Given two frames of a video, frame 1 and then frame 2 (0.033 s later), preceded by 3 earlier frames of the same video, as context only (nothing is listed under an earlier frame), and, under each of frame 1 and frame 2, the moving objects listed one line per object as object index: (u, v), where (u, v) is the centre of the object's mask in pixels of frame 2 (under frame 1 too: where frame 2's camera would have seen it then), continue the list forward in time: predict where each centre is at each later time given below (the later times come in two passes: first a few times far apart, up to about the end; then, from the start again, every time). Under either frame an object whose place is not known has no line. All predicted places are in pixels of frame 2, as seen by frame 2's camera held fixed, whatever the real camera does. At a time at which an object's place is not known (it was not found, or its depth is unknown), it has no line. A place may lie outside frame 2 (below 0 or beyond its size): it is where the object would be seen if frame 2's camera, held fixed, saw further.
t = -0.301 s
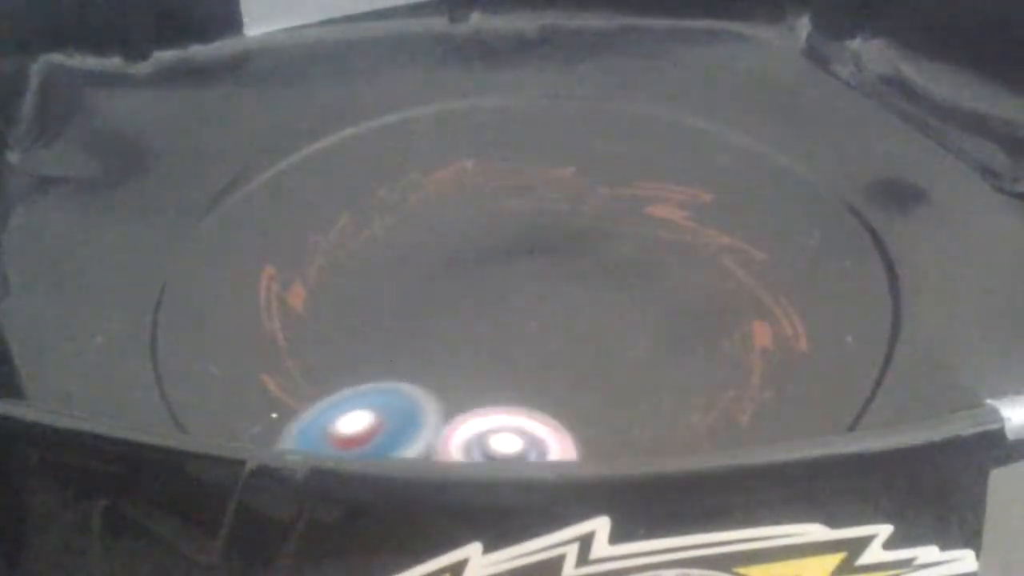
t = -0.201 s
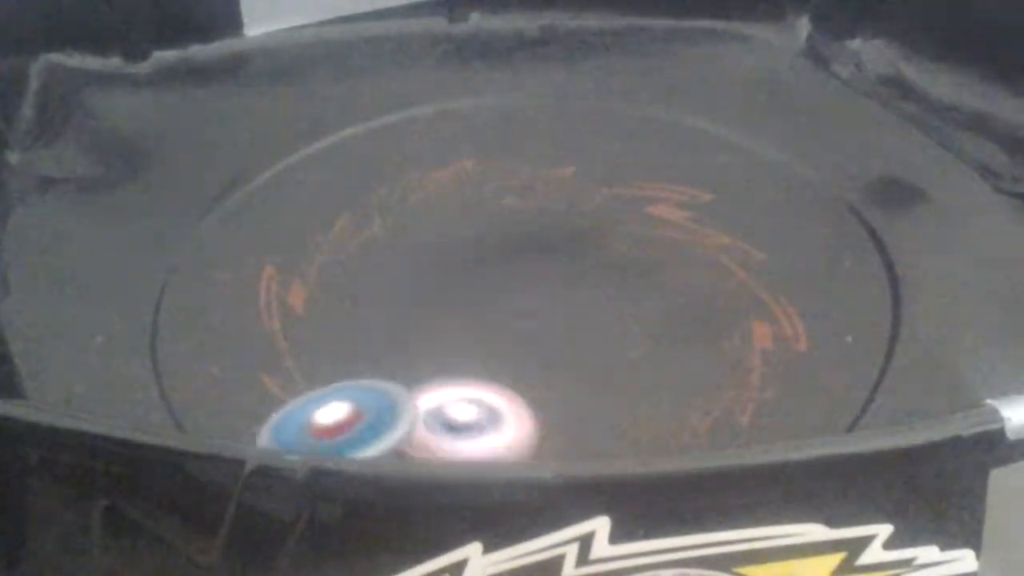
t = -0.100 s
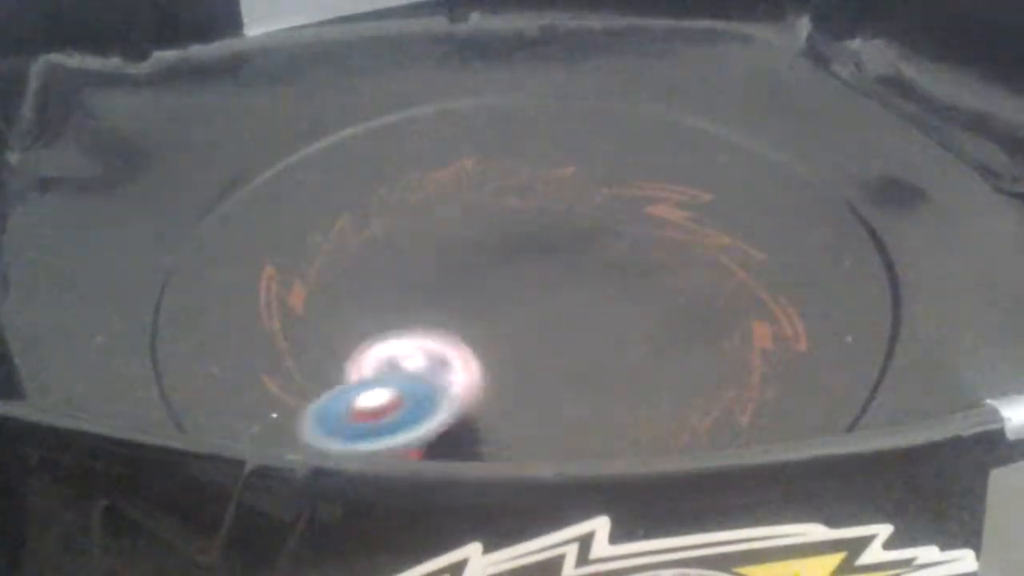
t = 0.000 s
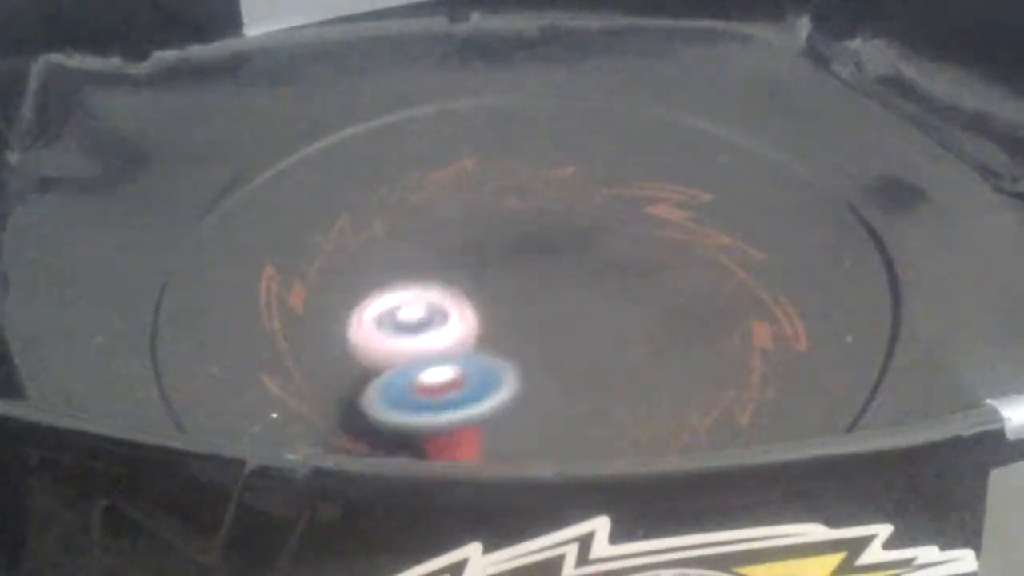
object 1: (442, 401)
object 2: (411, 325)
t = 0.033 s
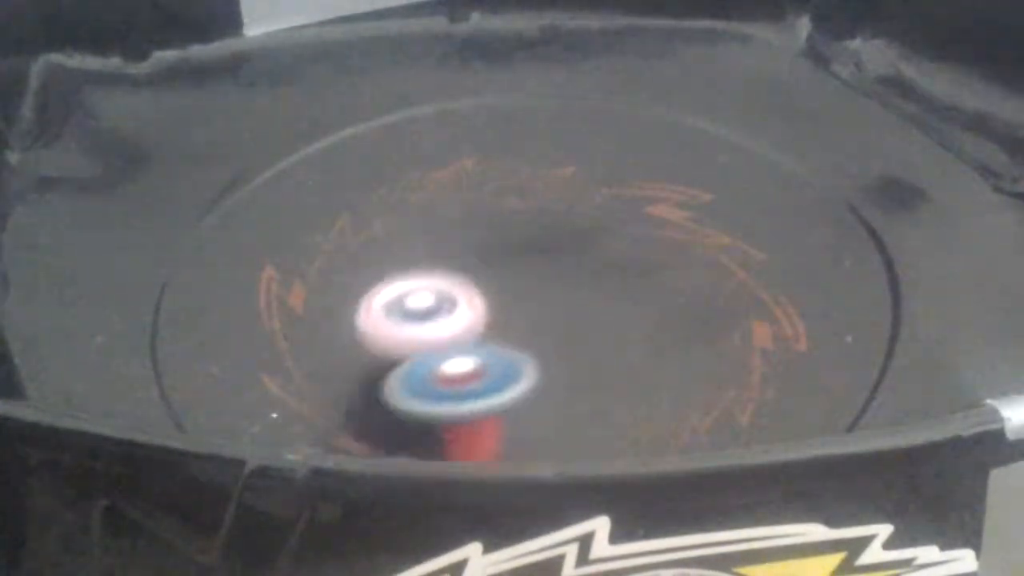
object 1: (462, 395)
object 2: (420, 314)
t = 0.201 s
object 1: (508, 350)
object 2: (530, 271)
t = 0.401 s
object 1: (397, 309)
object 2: (708, 262)
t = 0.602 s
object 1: (337, 281)
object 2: (722, 321)
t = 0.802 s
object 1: (353, 274)
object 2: (565, 386)
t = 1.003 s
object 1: (379, 253)
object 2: (447, 347)
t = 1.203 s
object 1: (401, 200)
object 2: (387, 312)
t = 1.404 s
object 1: (437, 178)
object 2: (372, 275)
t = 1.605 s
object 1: (560, 138)
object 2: (390, 274)
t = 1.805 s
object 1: (615, 173)
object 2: (414, 306)
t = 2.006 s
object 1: (710, 205)
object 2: (397, 351)
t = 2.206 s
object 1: (773, 220)
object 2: (359, 318)
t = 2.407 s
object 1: (757, 244)
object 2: (408, 297)
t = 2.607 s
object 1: (663, 296)
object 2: (431, 314)
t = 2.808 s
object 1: (554, 403)
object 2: (431, 328)
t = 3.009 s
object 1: (489, 431)
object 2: (406, 343)
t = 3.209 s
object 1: (437, 420)
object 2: (357, 316)
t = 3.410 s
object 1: (407, 384)
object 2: (402, 264)
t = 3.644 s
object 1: (315, 313)
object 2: (476, 221)
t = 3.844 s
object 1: (297, 264)
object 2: (547, 191)
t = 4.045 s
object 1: (351, 224)
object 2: (618, 218)
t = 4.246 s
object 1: (439, 189)
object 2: (602, 228)
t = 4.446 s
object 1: (521, 153)
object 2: (553, 265)
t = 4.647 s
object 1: (587, 165)
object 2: (440, 308)
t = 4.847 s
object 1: (675, 199)
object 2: (323, 280)
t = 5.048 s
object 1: (722, 248)
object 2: (426, 201)
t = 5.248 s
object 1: (695, 304)
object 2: (543, 244)
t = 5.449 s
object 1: (638, 398)
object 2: (505, 330)
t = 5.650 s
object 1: (574, 433)
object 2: (372, 318)
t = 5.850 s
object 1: (499, 425)
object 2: (369, 233)
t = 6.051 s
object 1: (419, 380)
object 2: (524, 210)
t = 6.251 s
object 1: (341, 271)
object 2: (545, 285)
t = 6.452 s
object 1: (355, 205)
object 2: (442, 357)
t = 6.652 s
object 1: (418, 179)
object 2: (324, 327)
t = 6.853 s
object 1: (535, 178)
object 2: (395, 223)
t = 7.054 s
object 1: (688, 136)
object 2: (536, 227)
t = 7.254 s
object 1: (753, 132)
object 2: (583, 311)
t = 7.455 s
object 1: (780, 175)
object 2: (496, 393)
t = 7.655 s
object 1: (734, 248)
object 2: (349, 359)
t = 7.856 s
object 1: (573, 352)
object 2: (373, 247)
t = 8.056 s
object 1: (391, 425)
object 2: (509, 218)
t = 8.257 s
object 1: (353, 422)
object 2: (568, 261)
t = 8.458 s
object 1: (368, 359)
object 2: (551, 322)
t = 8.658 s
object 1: (354, 209)
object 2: (428, 350)
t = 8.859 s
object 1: (303, 76)
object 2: (336, 308)
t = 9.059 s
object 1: (269, 29)
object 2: (411, 218)
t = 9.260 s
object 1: (303, 23)
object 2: (524, 233)
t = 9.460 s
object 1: (352, 49)
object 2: (534, 308)
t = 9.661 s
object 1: (400, 208)
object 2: (416, 348)
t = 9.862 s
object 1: (506, 257)
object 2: (296, 387)
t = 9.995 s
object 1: (522, 296)
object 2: (279, 338)
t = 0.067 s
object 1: (481, 386)
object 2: (434, 304)
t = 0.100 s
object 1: (496, 375)
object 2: (451, 295)
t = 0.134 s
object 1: (505, 366)
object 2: (473, 287)
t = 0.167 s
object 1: (510, 358)
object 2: (500, 278)
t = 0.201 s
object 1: (508, 350)
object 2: (530, 271)
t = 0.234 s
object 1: (500, 343)
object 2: (560, 269)
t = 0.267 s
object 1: (485, 337)
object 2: (588, 272)
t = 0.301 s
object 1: (465, 332)
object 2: (617, 272)
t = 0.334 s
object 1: (443, 325)
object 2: (650, 271)
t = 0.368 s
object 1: (420, 318)
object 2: (680, 265)
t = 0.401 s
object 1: (397, 309)
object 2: (708, 262)
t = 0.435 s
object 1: (376, 301)
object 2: (729, 261)
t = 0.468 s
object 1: (359, 294)
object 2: (740, 265)
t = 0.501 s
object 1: (348, 289)
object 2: (745, 273)
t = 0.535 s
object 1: (341, 285)
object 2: (743, 286)
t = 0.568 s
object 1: (338, 282)
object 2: (735, 302)
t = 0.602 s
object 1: (337, 281)
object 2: (722, 321)
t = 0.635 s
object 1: (337, 280)
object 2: (703, 341)
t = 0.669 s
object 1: (339, 279)
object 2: (679, 360)
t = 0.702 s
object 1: (342, 278)
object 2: (652, 373)
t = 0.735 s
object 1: (345, 277)
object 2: (622, 381)
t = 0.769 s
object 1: (349, 275)
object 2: (594, 384)
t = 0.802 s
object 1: (353, 274)
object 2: (565, 386)
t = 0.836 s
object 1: (357, 271)
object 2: (539, 385)
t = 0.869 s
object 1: (361, 268)
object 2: (517, 380)
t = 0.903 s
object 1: (365, 265)
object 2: (500, 373)
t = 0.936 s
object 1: (370, 260)
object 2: (484, 365)
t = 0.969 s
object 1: (374, 257)
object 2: (467, 357)
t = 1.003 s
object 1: (379, 253)
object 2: (447, 347)
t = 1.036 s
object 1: (382, 244)
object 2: (430, 338)
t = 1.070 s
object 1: (383, 234)
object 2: (417, 333)
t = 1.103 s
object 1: (385, 223)
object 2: (407, 326)
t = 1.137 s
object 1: (390, 213)
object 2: (401, 319)
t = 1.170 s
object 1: (395, 209)
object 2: (396, 312)
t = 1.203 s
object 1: (401, 200)
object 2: (387, 312)
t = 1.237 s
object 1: (409, 189)
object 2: (378, 314)
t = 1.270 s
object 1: (416, 181)
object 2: (369, 311)
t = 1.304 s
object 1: (420, 178)
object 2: (362, 305)
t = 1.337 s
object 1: (426, 177)
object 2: (361, 297)
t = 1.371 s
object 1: (430, 179)
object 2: (364, 286)
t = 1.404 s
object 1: (437, 178)
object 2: (372, 275)
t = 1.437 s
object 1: (447, 175)
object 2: (377, 267)
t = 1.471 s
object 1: (472, 157)
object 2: (376, 269)
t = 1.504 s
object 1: (498, 150)
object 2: (378, 273)
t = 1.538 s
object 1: (522, 136)
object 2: (380, 273)
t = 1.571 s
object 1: (544, 137)
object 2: (384, 273)
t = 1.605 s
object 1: (560, 138)
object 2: (390, 274)
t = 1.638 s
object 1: (574, 141)
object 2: (394, 277)
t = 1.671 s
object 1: (584, 146)
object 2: (398, 282)
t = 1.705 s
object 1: (593, 152)
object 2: (403, 288)
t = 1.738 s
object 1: (599, 159)
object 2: (408, 294)
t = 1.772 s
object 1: (606, 165)
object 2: (411, 300)
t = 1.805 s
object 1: (615, 173)
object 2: (414, 306)
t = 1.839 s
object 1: (625, 180)
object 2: (413, 313)
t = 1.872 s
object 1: (639, 187)
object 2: (413, 319)
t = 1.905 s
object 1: (655, 193)
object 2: (411, 326)
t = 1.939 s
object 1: (673, 199)
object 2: (407, 334)
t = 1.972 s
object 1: (692, 202)
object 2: (403, 343)
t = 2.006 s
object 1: (710, 205)
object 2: (397, 351)
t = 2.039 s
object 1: (725, 208)
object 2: (391, 354)
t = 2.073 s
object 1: (739, 211)
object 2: (381, 353)
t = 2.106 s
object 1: (750, 214)
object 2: (372, 349)
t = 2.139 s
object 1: (760, 216)
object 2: (364, 342)
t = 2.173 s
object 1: (767, 218)
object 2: (360, 331)
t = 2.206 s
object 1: (773, 220)
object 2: (359, 318)
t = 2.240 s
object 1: (777, 222)
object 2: (361, 308)
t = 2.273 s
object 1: (778, 225)
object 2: (368, 301)
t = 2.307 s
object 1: (777, 227)
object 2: (378, 295)
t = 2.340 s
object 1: (772, 231)
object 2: (387, 293)
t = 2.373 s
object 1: (766, 237)
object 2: (396, 293)
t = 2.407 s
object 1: (757, 244)
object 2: (408, 297)
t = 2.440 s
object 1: (746, 251)
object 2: (415, 299)
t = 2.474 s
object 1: (731, 258)
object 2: (420, 301)
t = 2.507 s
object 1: (716, 267)
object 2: (424, 304)
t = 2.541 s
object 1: (698, 277)
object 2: (426, 308)
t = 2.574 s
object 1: (680, 286)
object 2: (429, 311)
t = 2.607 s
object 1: (663, 296)
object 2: (431, 314)
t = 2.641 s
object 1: (645, 309)
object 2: (434, 318)
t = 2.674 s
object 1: (628, 326)
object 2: (437, 321)
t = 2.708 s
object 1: (609, 347)
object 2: (438, 323)
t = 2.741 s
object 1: (590, 371)
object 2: (437, 324)
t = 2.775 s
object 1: (571, 391)
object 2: (435, 326)
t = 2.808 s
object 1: (554, 403)
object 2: (431, 328)
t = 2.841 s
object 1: (539, 412)
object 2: (428, 330)
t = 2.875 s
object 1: (527, 419)
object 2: (424, 333)
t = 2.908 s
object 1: (517, 423)
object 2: (419, 336)
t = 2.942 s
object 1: (508, 427)
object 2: (416, 339)
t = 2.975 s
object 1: (498, 429)
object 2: (412, 341)
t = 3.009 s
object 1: (489, 431)
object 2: (406, 343)
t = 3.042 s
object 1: (480, 432)
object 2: (398, 345)
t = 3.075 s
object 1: (470, 431)
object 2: (389, 346)
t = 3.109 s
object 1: (462, 430)
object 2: (378, 344)
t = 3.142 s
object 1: (453, 426)
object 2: (366, 339)
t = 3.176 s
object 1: (445, 424)
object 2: (359, 329)
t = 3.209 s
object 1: (437, 420)
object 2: (357, 316)
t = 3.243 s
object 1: (430, 416)
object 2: (360, 301)
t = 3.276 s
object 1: (424, 411)
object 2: (369, 289)
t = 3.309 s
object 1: (420, 405)
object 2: (378, 277)
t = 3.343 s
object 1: (416, 399)
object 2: (387, 269)
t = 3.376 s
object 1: (411, 393)
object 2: (395, 265)
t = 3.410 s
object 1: (407, 384)
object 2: (402, 264)
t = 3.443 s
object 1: (402, 372)
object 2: (408, 263)
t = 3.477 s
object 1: (396, 360)
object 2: (414, 263)
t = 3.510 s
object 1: (390, 346)
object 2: (420, 261)
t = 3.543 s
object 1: (379, 332)
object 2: (427, 258)
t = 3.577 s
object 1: (352, 327)
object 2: (444, 246)
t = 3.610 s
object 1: (329, 321)
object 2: (462, 232)
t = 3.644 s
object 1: (315, 313)
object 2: (476, 221)
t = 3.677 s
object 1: (305, 304)
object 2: (489, 213)
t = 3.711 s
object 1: (299, 298)
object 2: (500, 206)
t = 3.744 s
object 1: (295, 289)
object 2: (510, 201)
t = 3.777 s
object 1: (294, 280)
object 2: (521, 197)
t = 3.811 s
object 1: (295, 272)
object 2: (533, 193)
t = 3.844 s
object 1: (297, 264)
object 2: (547, 191)
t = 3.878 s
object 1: (301, 257)
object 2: (564, 189)
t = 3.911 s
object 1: (308, 249)
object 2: (583, 192)
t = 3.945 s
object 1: (317, 242)
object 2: (597, 197)
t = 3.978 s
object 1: (326, 236)
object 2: (606, 204)
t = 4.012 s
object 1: (338, 230)
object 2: (613, 212)
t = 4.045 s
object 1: (351, 224)
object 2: (618, 218)
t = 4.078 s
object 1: (365, 219)
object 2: (620, 222)
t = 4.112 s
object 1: (379, 215)
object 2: (621, 224)
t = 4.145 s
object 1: (394, 209)
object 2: (619, 225)
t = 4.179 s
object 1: (409, 203)
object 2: (614, 226)
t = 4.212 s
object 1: (424, 195)
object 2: (608, 227)
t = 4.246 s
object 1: (439, 189)
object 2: (602, 228)
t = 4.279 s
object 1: (454, 182)
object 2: (594, 230)
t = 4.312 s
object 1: (469, 176)
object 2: (585, 233)
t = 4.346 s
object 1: (484, 169)
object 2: (578, 240)
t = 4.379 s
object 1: (497, 161)
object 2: (571, 248)
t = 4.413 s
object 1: (509, 157)
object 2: (563, 256)
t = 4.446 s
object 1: (521, 153)
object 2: (553, 265)
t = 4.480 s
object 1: (532, 152)
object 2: (539, 274)
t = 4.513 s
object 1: (542, 152)
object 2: (525, 284)
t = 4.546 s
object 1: (553, 154)
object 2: (507, 294)
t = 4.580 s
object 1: (563, 157)
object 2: (489, 300)
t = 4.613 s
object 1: (575, 161)
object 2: (465, 306)
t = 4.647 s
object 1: (587, 165)
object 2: (440, 308)
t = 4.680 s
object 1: (600, 170)
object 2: (414, 310)
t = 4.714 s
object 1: (613, 174)
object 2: (389, 312)
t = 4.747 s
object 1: (628, 179)
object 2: (364, 311)
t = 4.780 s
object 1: (644, 185)
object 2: (343, 304)
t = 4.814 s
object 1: (660, 192)
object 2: (329, 293)
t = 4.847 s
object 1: (675, 199)
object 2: (323, 280)
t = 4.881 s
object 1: (688, 206)
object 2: (325, 265)
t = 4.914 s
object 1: (699, 215)
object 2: (333, 251)
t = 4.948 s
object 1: (707, 222)
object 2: (347, 234)
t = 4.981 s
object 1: (714, 230)
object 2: (368, 220)
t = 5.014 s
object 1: (719, 240)
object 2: (395, 208)
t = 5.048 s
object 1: (722, 248)
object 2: (426, 201)
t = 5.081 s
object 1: (721, 255)
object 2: (459, 199)
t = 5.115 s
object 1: (719, 264)
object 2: (490, 203)
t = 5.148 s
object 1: (715, 273)
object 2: (513, 209)
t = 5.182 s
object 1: (710, 282)
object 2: (528, 217)
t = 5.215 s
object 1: (703, 292)
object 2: (537, 230)
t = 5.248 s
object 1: (695, 304)
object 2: (543, 244)
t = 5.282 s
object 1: (686, 318)
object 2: (546, 260)
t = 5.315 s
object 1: (675, 334)
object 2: (548, 279)
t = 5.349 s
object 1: (662, 349)
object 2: (548, 298)
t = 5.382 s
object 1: (650, 365)
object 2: (543, 316)
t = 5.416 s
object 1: (645, 383)
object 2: (528, 326)
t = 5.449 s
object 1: (638, 398)
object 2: (505, 330)
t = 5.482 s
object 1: (628, 409)
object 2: (480, 332)
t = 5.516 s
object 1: (617, 416)
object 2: (453, 332)
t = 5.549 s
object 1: (607, 422)
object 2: (428, 330)
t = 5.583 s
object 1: (595, 427)
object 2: (407, 327)
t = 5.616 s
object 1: (585, 430)
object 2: (388, 324)
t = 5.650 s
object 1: (574, 433)
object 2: (372, 318)
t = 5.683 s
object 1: (562, 435)
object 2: (356, 310)
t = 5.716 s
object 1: (549, 436)
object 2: (347, 297)
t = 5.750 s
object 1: (537, 435)
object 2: (343, 282)
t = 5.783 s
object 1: (524, 433)
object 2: (345, 266)
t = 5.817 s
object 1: (511, 429)
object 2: (353, 250)
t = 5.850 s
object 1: (499, 425)
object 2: (369, 233)
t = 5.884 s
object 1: (484, 422)
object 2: (391, 219)
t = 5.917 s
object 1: (472, 416)
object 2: (419, 208)
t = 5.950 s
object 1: (459, 410)
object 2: (450, 203)
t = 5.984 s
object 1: (446, 402)
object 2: (480, 201)
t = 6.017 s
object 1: (432, 392)
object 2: (505, 204)
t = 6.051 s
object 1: (419, 380)
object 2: (524, 210)
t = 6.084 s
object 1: (408, 364)
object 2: (536, 217)
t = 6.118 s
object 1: (395, 347)
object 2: (542, 228)
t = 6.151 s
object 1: (380, 327)
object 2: (544, 239)
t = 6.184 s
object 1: (365, 307)
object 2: (545, 253)
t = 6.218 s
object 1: (351, 288)
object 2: (546, 268)
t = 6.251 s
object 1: (341, 271)
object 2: (545, 285)
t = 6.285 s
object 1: (337, 256)
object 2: (540, 303)
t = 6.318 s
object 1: (336, 244)
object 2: (529, 318)
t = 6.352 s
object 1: (337, 233)
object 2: (513, 331)
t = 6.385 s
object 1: (341, 223)
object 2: (490, 341)
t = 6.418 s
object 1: (347, 214)
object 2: (467, 349)
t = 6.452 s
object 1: (355, 205)
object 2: (442, 357)
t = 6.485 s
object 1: (363, 199)
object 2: (418, 365)
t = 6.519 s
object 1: (373, 193)
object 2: (393, 368)
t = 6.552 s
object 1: (383, 189)
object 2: (369, 365)
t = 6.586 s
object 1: (394, 184)
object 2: (349, 357)
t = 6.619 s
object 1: (405, 181)
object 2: (333, 344)
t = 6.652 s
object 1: (418, 179)
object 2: (324, 327)
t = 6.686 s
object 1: (431, 180)
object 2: (319, 308)
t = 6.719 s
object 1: (445, 182)
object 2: (323, 288)
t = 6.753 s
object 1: (462, 183)
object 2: (332, 268)
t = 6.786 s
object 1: (483, 184)
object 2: (348, 251)
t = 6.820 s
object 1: (508, 182)
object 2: (369, 235)
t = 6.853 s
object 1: (535, 178)
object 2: (395, 223)
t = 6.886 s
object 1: (566, 172)
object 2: (423, 214)
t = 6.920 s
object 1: (598, 165)
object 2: (453, 210)
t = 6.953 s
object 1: (628, 156)
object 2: (481, 210)
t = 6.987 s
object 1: (653, 147)
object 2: (505, 213)
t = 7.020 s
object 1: (671, 141)
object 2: (522, 218)
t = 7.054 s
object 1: (688, 136)
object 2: (536, 227)
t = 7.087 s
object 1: (702, 132)
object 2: (548, 238)
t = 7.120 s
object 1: (715, 129)
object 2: (558, 250)
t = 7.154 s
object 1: (726, 127)
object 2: (566, 264)
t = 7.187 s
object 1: (735, 127)
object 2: (573, 279)
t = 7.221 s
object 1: (744, 129)
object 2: (580, 295)
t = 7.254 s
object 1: (753, 132)
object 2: (583, 311)
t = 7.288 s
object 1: (761, 136)
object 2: (580, 327)
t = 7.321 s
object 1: (767, 142)
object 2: (570, 344)
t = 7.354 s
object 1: (772, 148)
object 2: (552, 360)
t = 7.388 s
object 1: (776, 156)
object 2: (533, 374)
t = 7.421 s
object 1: (779, 165)
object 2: (516, 385)
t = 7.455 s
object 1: (780, 175)
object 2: (496, 393)
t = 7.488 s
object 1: (780, 185)
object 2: (475, 397)
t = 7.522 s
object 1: (776, 196)
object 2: (450, 397)
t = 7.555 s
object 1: (770, 208)
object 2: (423, 394)
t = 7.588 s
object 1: (761, 221)
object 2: (394, 387)
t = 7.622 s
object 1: (748, 235)
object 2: (368, 376)
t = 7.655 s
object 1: (734, 248)
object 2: (349, 359)
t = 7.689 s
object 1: (715, 263)
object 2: (337, 342)
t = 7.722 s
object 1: (693, 276)
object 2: (330, 321)
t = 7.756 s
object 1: (670, 290)
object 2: (331, 300)
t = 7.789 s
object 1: (641, 305)
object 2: (339, 281)
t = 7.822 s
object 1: (609, 327)
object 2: (354, 263)
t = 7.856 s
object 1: (573, 352)
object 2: (373, 247)
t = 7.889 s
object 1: (537, 379)
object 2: (396, 234)
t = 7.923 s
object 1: (501, 397)
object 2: (420, 224)
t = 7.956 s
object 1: (467, 407)
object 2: (446, 218)
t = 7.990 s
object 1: (438, 414)
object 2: (470, 214)
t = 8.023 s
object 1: (412, 420)
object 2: (492, 216)
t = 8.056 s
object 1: (391, 425)
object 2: (509, 218)
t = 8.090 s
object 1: (373, 427)
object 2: (523, 223)
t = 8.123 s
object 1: (359, 430)
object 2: (537, 229)
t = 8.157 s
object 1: (348, 431)
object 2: (550, 235)
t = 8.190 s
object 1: (344, 430)
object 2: (559, 242)
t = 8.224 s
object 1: (349, 425)
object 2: (565, 252)
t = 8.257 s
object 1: (353, 422)
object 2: (568, 261)
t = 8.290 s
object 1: (356, 415)
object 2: (569, 270)
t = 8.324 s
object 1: (358, 408)
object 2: (568, 279)
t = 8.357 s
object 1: (360, 398)
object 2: (567, 289)
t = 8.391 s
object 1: (361, 389)
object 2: (563, 300)
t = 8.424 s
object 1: (364, 375)
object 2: (558, 311)
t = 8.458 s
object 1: (368, 359)
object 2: (551, 322)
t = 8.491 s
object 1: (372, 340)
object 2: (538, 332)
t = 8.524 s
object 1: (374, 319)
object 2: (518, 340)
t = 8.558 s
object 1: (373, 292)
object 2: (495, 346)
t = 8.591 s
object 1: (369, 266)
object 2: (473, 349)
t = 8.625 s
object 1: (362, 238)
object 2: (450, 350)
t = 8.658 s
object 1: (354, 209)
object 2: (428, 350)
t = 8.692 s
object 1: (346, 182)
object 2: (407, 352)
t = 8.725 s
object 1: (339, 158)
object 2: (386, 350)
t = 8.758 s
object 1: (330, 132)
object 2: (367, 345)
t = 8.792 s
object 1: (320, 110)
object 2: (352, 337)
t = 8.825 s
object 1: (311, 92)
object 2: (342, 323)
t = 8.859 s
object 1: (303, 76)
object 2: (336, 308)
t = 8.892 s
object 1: (293, 61)
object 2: (335, 290)
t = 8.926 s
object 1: (283, 47)
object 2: (341, 272)
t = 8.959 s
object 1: (275, 41)
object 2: (351, 256)
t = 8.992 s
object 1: (270, 36)
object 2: (366, 242)
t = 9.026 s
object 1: (269, 32)
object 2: (387, 228)
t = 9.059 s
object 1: (269, 29)
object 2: (411, 218)
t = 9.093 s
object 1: (273, 27)
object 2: (437, 212)
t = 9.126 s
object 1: (278, 24)
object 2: (464, 209)
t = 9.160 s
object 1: (284, 23)
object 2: (487, 211)
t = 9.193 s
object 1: (289, 23)
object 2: (503, 216)
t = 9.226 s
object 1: (296, 23)
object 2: (515, 224)
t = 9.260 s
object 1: (303, 23)
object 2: (524, 233)
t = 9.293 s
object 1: (314, 24)
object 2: (531, 242)
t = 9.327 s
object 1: (322, 25)
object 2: (538, 252)
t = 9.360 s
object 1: (331, 28)
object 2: (541, 264)
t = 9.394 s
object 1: (338, 33)
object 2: (542, 279)
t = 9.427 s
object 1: (346, 39)
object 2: (540, 293)
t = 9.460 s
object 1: (352, 49)
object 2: (534, 308)
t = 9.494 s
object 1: (359, 66)
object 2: (521, 320)
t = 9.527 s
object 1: (365, 84)
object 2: (503, 329)
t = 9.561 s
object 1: (372, 109)
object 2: (482, 337)
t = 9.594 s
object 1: (379, 137)
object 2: (461, 342)
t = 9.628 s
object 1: (389, 171)
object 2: (438, 346)
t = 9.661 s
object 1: (400, 208)
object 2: (416, 348)
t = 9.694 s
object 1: (412, 237)
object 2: (396, 350)
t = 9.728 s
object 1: (430, 247)
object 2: (368, 362)
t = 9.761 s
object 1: (451, 248)
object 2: (339, 379)
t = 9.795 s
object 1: (473, 246)
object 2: (318, 386)
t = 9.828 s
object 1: (492, 253)
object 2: (306, 389)
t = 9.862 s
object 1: (506, 257)
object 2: (296, 387)
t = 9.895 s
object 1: (516, 268)
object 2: (290, 380)
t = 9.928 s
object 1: (520, 277)
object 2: (284, 370)
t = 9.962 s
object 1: (521, 287)
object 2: (280, 355)
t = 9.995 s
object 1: (522, 296)
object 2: (279, 338)
